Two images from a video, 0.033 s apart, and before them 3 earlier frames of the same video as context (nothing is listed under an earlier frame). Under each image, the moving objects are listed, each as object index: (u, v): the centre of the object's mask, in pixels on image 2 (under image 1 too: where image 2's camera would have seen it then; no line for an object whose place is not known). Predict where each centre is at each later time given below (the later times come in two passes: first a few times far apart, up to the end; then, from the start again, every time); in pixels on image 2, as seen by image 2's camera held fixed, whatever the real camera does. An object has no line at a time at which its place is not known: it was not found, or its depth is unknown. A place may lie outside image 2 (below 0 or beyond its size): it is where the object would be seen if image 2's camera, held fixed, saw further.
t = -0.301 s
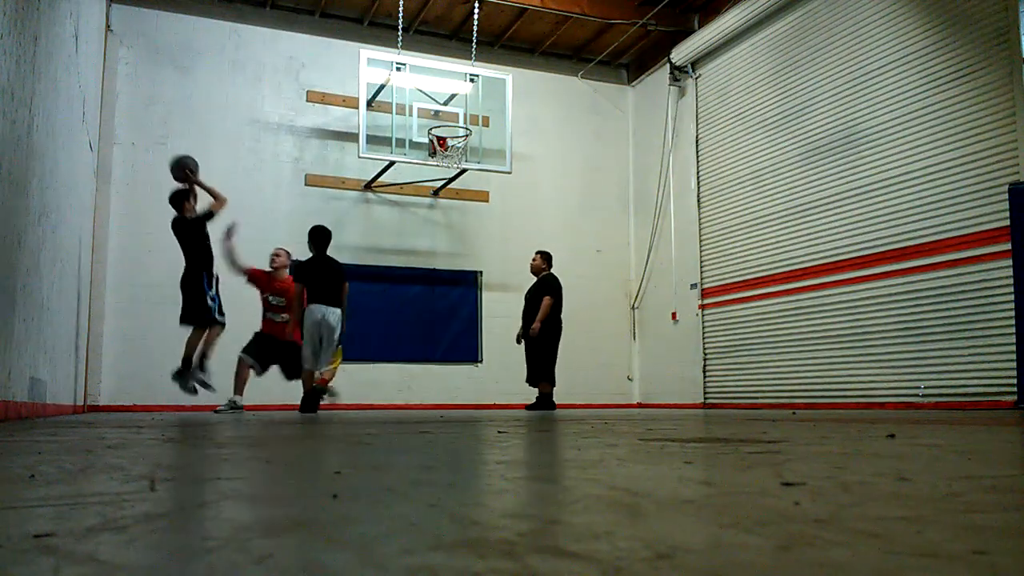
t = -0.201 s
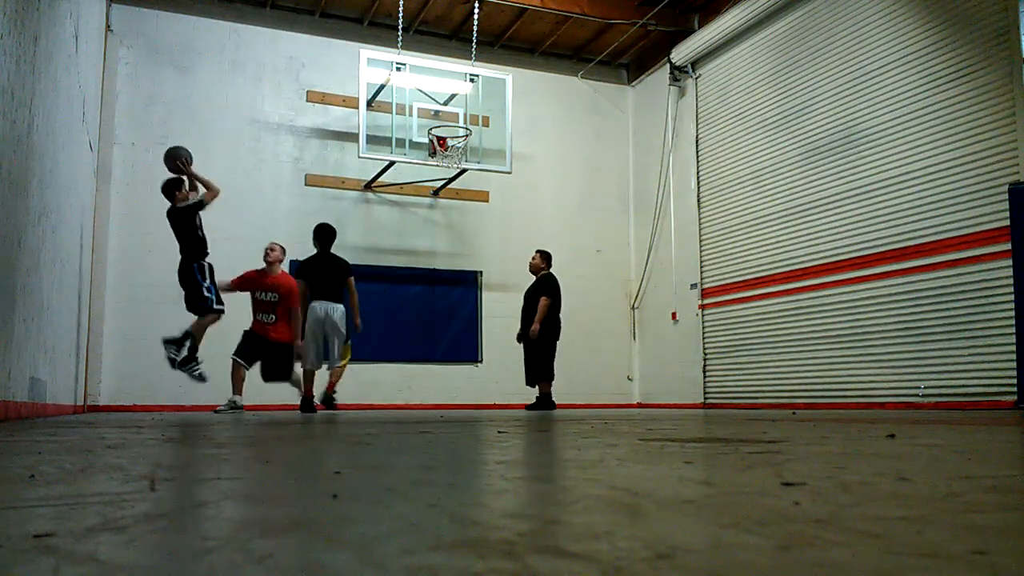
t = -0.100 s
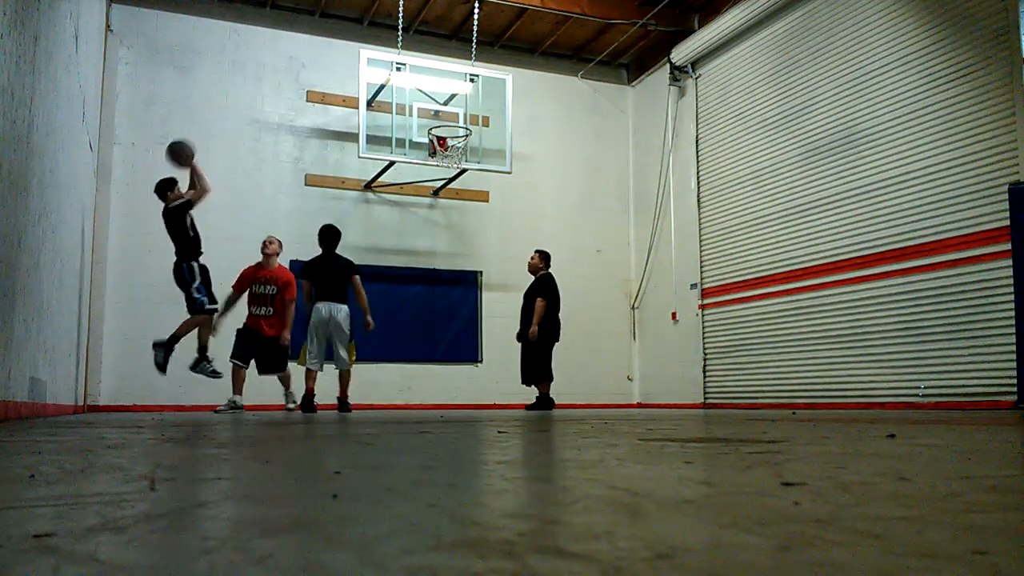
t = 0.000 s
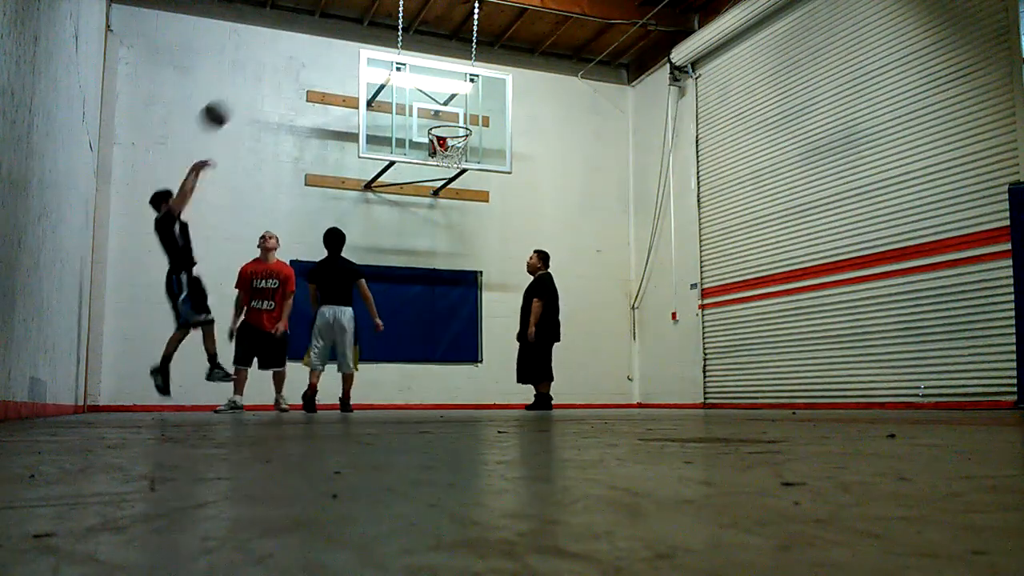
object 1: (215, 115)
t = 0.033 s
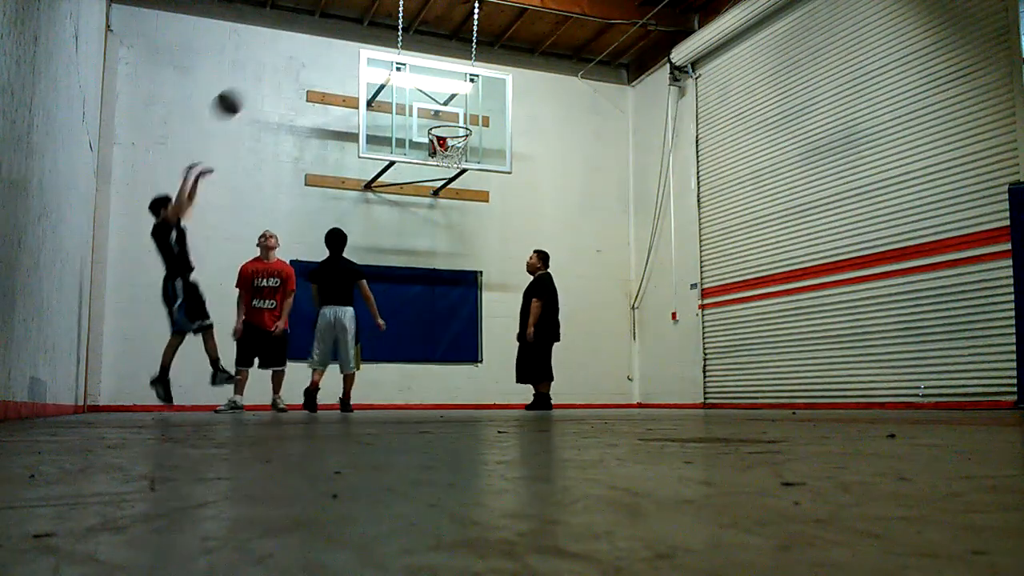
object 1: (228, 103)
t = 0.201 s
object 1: (290, 63)
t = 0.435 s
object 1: (366, 56)
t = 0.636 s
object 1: (425, 90)
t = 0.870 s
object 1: (463, 123)
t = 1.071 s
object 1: (461, 128)
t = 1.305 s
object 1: (477, 132)
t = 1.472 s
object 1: (490, 158)
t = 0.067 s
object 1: (241, 92)
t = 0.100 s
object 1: (253, 83)
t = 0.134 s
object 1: (266, 75)
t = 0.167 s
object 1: (278, 69)
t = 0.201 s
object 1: (290, 63)
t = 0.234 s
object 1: (301, 59)
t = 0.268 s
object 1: (312, 56)
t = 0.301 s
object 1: (323, 54)
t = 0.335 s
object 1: (334, 53)
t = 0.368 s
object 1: (345, 53)
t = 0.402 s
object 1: (355, 54)
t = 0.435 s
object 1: (366, 56)
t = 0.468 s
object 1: (376, 59)
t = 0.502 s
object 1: (387, 63)
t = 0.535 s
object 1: (396, 68)
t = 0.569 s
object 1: (406, 74)
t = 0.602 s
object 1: (416, 82)
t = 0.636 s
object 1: (425, 90)
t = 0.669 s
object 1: (435, 98)
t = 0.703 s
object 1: (444, 109)
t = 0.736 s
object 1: (452, 117)
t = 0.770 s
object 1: (457, 120)
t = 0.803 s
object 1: (461, 123)
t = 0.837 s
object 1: (463, 124)
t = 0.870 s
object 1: (463, 123)
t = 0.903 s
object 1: (462, 124)
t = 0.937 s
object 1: (461, 124)
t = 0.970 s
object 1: (460, 126)
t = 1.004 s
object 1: (460, 129)
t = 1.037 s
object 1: (460, 129)
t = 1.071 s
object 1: (461, 128)
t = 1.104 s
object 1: (463, 127)
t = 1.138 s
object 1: (465, 125)
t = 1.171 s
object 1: (468, 125)
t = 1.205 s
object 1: (470, 126)
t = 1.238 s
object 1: (471, 127)
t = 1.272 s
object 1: (474, 131)
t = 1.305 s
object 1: (477, 132)
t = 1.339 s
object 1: (479, 137)
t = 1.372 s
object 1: (481, 140)
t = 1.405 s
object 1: (484, 146)
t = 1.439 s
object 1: (488, 152)
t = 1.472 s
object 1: (490, 158)
